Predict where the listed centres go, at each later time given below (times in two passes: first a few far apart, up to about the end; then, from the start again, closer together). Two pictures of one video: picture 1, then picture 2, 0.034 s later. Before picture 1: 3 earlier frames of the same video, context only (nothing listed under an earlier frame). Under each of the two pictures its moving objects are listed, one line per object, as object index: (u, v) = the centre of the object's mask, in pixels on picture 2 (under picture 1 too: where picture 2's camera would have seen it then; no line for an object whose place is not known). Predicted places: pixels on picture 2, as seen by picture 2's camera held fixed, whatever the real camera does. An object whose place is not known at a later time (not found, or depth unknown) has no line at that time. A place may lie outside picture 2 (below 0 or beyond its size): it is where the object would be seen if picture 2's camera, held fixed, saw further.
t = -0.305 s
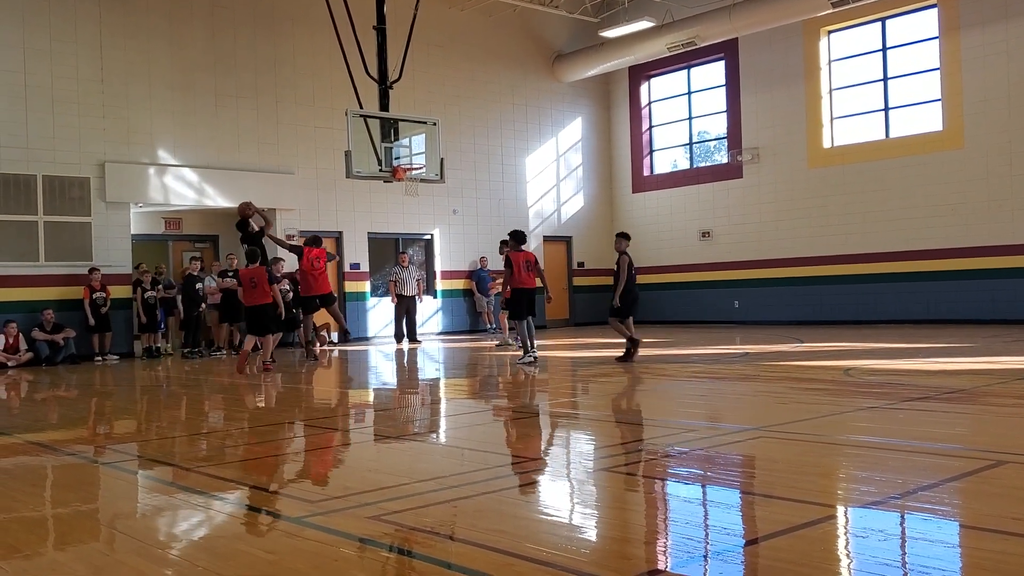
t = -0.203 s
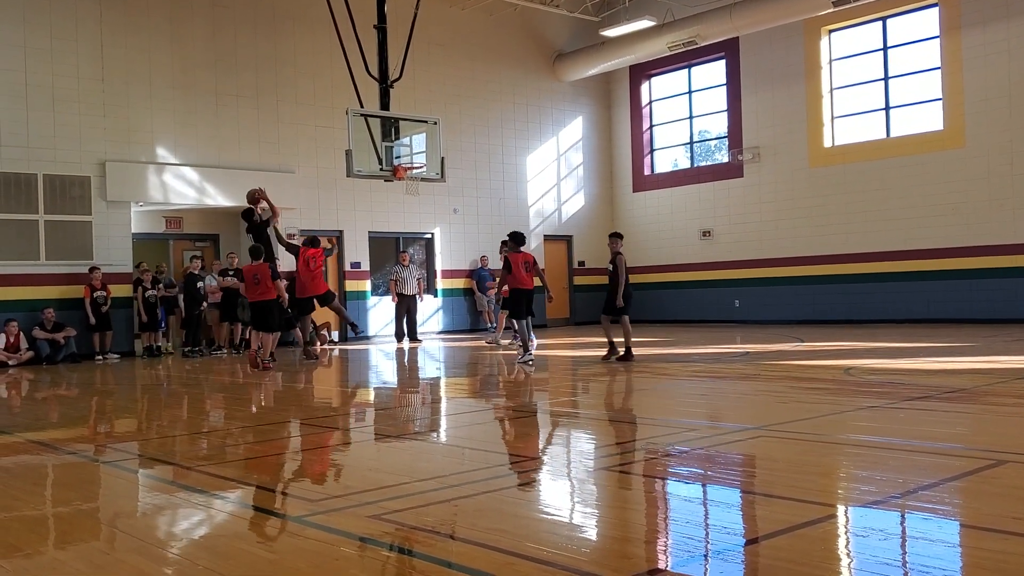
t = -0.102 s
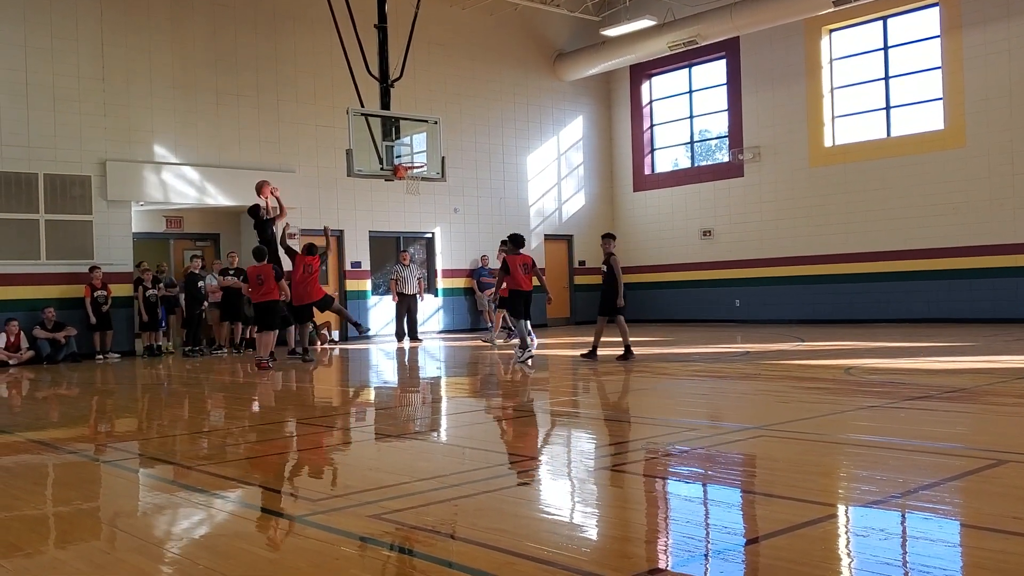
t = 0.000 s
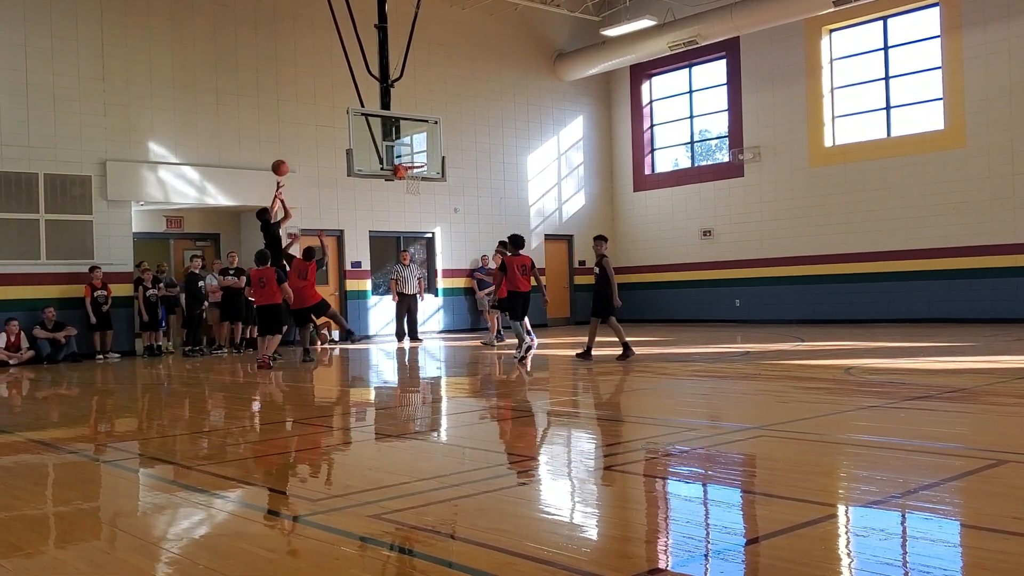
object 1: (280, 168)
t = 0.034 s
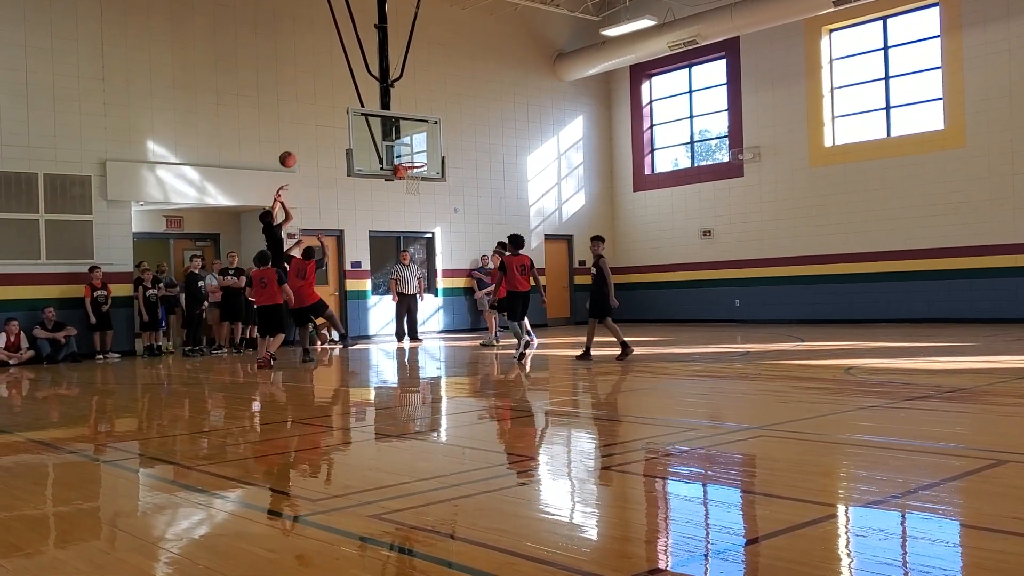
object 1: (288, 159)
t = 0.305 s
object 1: (345, 124)
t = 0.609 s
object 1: (403, 140)
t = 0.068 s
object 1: (295, 152)
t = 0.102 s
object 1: (302, 146)
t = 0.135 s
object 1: (309, 140)
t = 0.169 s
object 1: (317, 135)
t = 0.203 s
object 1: (324, 131)
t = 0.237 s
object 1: (331, 128)
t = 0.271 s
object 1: (338, 126)
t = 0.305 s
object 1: (345, 124)
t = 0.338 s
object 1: (352, 123)
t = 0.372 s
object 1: (358, 123)
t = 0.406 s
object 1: (365, 123)
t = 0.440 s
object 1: (372, 124)
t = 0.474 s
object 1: (379, 126)
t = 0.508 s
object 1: (385, 129)
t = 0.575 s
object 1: (397, 135)
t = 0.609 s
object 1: (403, 140)
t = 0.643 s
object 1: (409, 144)
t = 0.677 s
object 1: (416, 150)
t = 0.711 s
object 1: (422, 156)
